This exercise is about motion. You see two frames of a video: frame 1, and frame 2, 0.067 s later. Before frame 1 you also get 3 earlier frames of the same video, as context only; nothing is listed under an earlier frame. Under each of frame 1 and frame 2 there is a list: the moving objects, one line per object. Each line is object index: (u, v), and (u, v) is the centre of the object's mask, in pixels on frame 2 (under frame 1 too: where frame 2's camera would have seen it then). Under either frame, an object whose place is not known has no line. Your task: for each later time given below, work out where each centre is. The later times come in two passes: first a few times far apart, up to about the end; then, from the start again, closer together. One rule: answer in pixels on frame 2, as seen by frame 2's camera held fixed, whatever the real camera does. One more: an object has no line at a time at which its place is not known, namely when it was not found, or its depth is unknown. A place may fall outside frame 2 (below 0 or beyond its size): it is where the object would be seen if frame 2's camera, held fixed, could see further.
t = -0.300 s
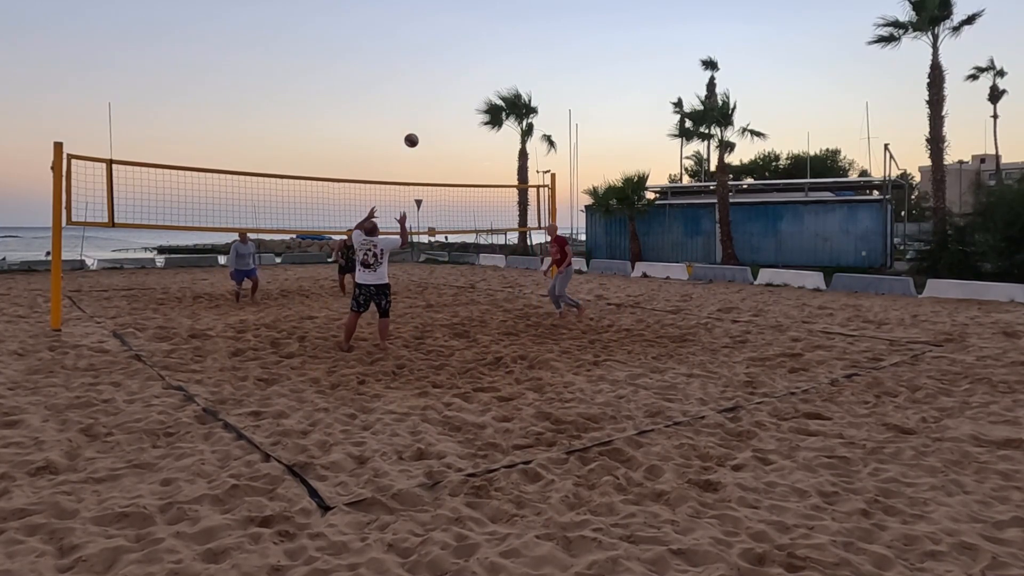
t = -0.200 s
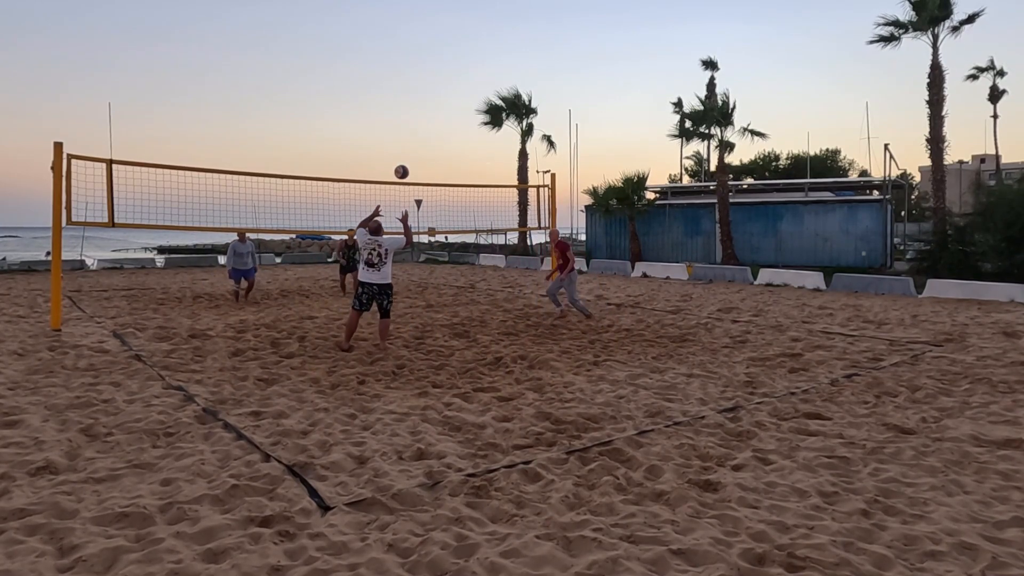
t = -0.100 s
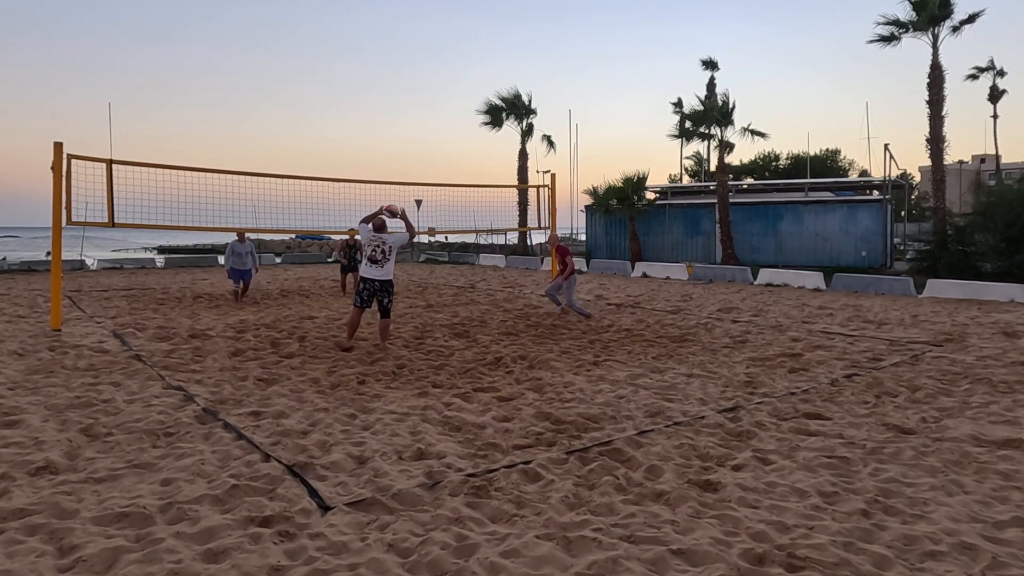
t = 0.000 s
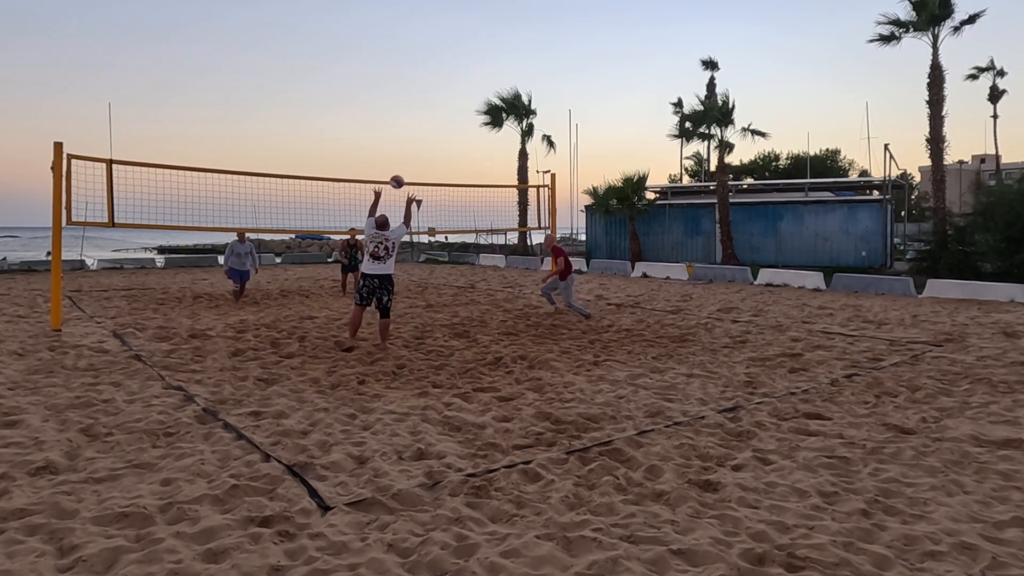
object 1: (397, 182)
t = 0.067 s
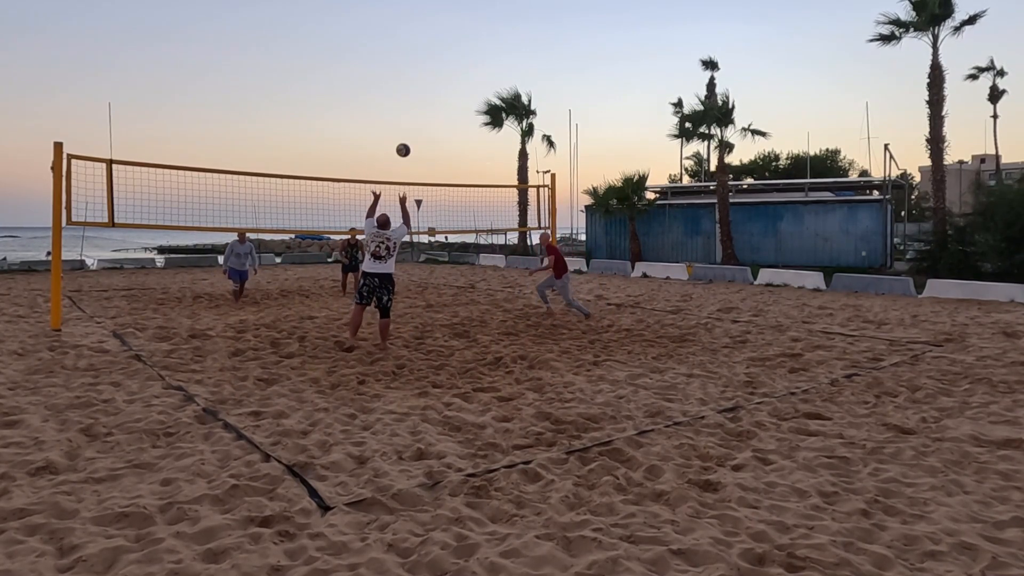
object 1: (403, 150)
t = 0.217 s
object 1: (416, 94)
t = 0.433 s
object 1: (432, 46)
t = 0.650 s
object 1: (447, 30)
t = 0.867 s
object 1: (459, 42)
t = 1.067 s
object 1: (469, 74)
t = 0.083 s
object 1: (405, 143)
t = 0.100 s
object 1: (406, 136)
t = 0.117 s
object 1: (408, 129)
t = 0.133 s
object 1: (409, 123)
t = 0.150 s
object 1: (411, 116)
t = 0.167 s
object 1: (412, 110)
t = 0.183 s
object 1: (413, 105)
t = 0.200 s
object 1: (415, 99)
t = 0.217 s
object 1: (416, 94)
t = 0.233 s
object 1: (418, 89)
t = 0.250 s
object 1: (419, 84)
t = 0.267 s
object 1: (420, 79)
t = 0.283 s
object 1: (422, 75)
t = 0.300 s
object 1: (423, 71)
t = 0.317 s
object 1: (424, 67)
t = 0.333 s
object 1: (425, 63)
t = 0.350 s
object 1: (426, 60)
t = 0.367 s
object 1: (428, 57)
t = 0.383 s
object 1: (429, 54)
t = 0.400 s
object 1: (430, 51)
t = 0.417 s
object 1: (431, 48)
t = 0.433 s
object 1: (432, 46)
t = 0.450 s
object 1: (434, 43)
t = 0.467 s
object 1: (435, 41)
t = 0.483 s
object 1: (436, 39)
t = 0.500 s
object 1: (437, 38)
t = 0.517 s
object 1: (438, 36)
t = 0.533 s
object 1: (439, 35)
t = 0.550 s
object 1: (440, 34)
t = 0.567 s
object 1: (441, 33)
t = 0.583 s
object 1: (443, 32)
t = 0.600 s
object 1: (444, 31)
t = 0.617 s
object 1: (445, 31)
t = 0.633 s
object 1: (446, 30)
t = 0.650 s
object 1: (447, 30)
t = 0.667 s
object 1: (448, 30)
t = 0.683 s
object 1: (449, 30)
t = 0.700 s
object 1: (450, 31)
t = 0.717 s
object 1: (451, 31)
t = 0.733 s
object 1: (452, 32)
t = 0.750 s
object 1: (452, 33)
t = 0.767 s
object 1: (453, 34)
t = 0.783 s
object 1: (454, 35)
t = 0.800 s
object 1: (455, 36)
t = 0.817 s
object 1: (456, 37)
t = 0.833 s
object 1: (457, 39)
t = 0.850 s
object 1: (458, 41)
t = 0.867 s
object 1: (459, 42)
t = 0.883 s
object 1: (460, 44)
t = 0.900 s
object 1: (461, 46)
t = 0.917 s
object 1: (462, 49)
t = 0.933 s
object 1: (463, 51)
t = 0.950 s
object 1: (463, 54)
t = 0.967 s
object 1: (464, 56)
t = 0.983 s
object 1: (465, 59)
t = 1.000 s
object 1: (466, 62)
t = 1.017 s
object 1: (467, 65)
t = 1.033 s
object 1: (468, 68)
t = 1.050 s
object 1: (468, 71)
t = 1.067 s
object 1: (469, 74)
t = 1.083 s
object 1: (470, 78)
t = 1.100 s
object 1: (471, 81)
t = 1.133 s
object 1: (471, 85)
